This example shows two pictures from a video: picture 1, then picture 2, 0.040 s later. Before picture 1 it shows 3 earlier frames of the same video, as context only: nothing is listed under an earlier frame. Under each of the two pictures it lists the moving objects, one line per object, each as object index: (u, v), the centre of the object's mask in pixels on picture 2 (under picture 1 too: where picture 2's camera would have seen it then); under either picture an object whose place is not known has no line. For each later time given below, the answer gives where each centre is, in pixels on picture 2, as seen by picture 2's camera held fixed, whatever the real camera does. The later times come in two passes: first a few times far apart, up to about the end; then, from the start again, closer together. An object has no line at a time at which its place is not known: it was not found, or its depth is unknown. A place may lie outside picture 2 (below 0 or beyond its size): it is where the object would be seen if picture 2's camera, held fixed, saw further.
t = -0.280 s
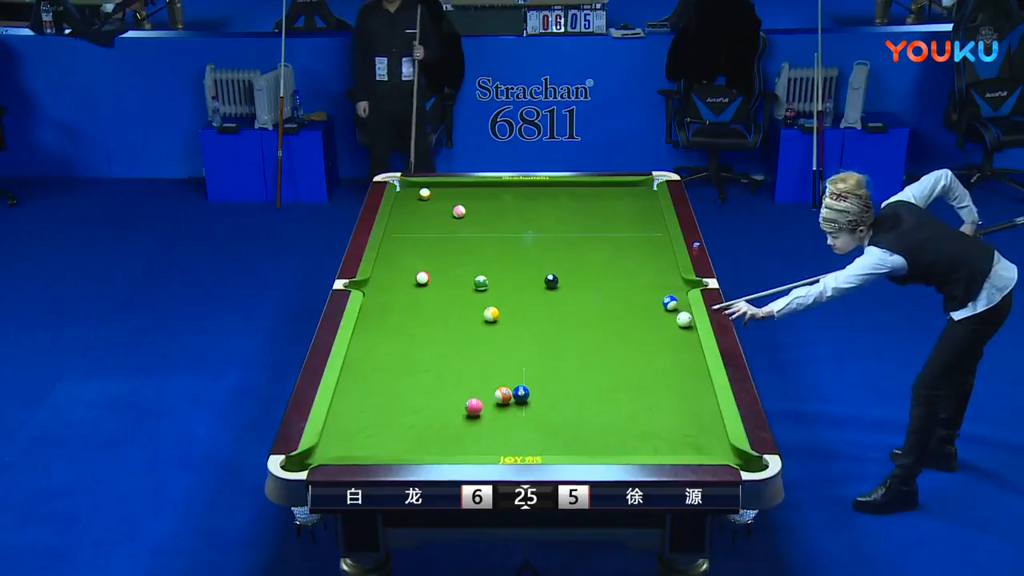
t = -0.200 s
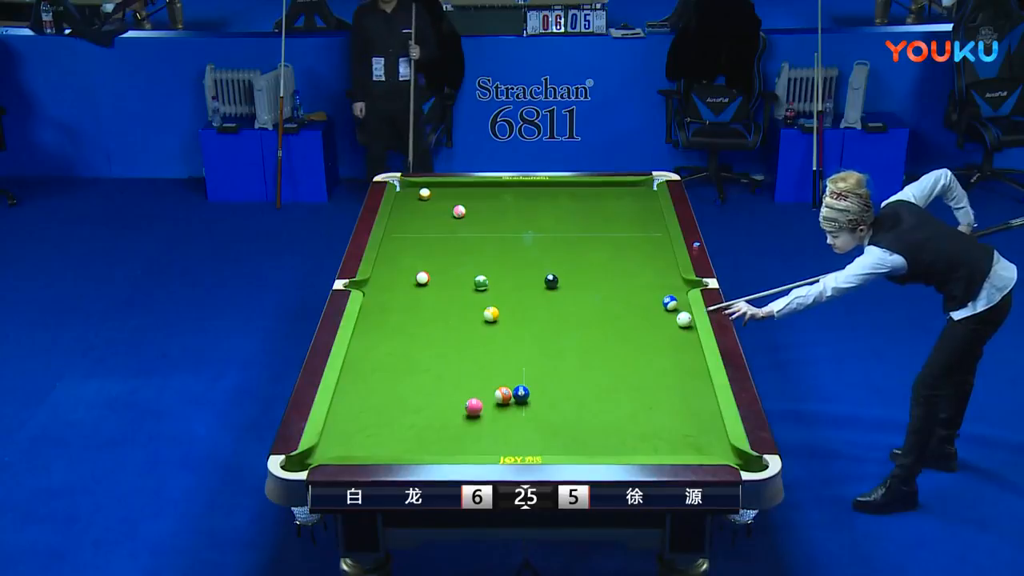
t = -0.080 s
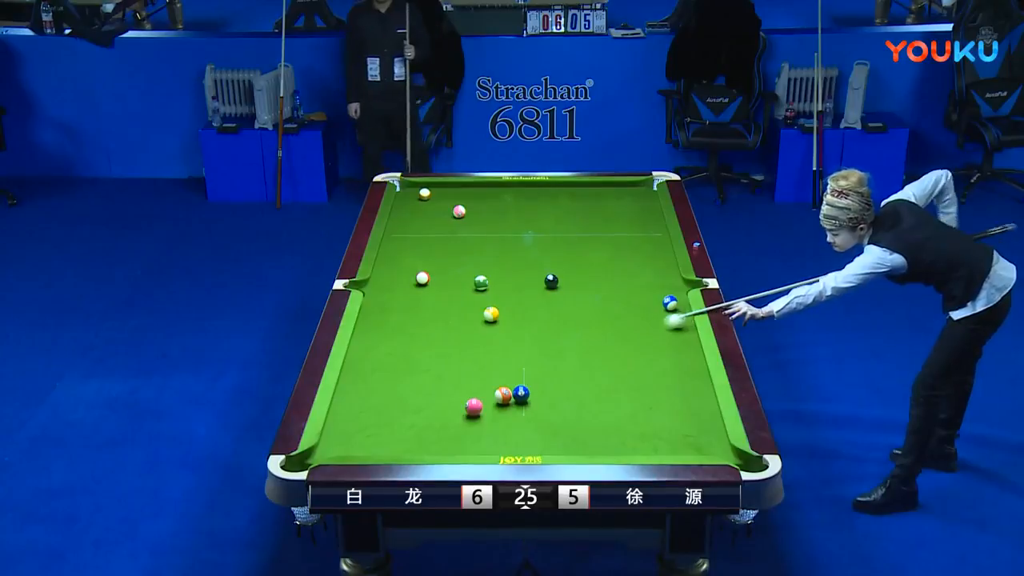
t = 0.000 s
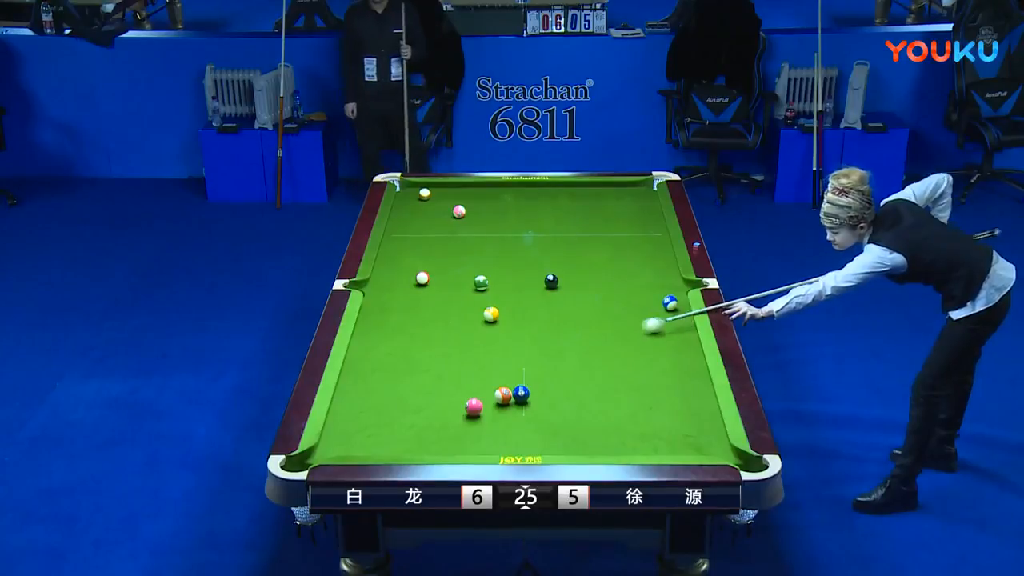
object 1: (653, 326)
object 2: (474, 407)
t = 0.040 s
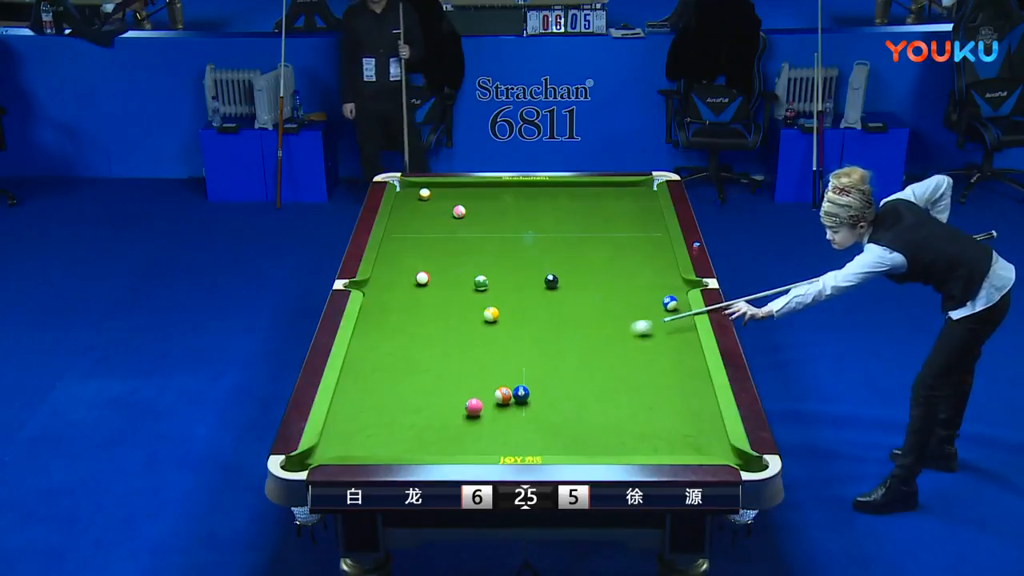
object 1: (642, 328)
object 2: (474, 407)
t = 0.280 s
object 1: (574, 340)
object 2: (474, 407)
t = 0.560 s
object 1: (493, 356)
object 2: (474, 407)
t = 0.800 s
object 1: (422, 369)
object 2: (473, 408)
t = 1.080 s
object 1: (348, 384)
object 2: (474, 408)
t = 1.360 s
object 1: (398, 395)
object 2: (474, 407)
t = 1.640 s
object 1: (444, 405)
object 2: (474, 407)
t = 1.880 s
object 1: (460, 410)
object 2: (494, 410)
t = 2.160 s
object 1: (467, 415)
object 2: (523, 413)
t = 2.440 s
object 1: (474, 420)
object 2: (549, 416)
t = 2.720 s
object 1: (479, 424)
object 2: (574, 419)
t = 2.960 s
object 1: (482, 426)
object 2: (594, 421)
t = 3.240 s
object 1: (485, 429)
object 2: (615, 423)
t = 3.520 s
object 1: (487, 430)
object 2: (635, 425)
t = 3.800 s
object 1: (488, 431)
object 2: (652, 427)
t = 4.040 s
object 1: (488, 431)
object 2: (666, 428)
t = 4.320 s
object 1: (488, 431)
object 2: (680, 429)
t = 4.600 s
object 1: (488, 431)
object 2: (692, 430)
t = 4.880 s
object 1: (488, 431)
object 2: (701, 431)
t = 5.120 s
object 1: (488, 431)
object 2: (708, 432)
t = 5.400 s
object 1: (488, 431)
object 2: (714, 433)
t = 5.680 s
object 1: (488, 431)
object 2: (717, 434)
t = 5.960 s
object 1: (488, 431)
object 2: (716, 434)
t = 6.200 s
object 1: (488, 431)
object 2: (717, 434)
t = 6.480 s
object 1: (488, 431)
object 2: (717, 434)
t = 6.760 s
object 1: (488, 431)
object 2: (717, 434)
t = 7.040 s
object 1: (488, 431)
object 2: (717, 434)
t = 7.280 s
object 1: (488, 431)
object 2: (717, 434)
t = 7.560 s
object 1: (488, 431)
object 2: (717, 434)
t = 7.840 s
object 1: (488, 431)
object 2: (717, 434)
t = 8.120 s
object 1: (488, 431)
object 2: (717, 434)
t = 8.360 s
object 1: (488, 431)
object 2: (717, 434)
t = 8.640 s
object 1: (488, 431)
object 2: (717, 434)
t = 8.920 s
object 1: (488, 431)
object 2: (717, 434)
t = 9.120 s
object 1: (488, 431)
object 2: (717, 434)
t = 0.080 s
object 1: (631, 330)
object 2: (474, 407)
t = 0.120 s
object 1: (620, 332)
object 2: (474, 407)
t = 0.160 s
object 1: (608, 334)
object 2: (474, 407)
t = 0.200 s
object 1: (596, 336)
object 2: (474, 407)
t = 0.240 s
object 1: (585, 338)
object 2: (474, 407)
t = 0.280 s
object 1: (574, 340)
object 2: (474, 407)
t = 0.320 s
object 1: (563, 342)
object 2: (473, 407)
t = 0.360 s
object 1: (551, 345)
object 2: (474, 407)
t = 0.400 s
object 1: (539, 347)
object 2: (473, 407)
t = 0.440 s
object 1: (528, 349)
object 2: (474, 407)
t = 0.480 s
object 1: (516, 351)
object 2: (474, 407)
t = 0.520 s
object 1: (505, 353)
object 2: (474, 407)
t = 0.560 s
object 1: (493, 356)
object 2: (474, 407)
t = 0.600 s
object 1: (482, 358)
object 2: (473, 407)
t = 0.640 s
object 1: (470, 360)
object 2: (473, 407)
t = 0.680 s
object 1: (458, 362)
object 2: (474, 408)
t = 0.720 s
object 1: (446, 364)
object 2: (474, 408)
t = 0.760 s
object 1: (434, 366)
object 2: (474, 407)
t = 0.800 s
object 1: (422, 369)
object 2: (473, 408)
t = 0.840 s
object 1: (410, 370)
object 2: (473, 408)
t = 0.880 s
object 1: (398, 373)
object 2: (474, 407)
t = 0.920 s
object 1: (386, 376)
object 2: (473, 407)
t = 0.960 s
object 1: (374, 378)
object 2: (474, 407)
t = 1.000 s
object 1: (362, 380)
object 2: (474, 407)
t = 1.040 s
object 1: (350, 382)
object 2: (474, 408)
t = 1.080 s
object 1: (348, 384)
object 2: (474, 408)
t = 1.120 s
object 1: (357, 386)
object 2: (474, 407)
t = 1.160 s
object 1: (365, 387)
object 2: (474, 408)
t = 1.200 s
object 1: (372, 388)
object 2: (474, 407)
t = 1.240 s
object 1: (379, 390)
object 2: (473, 407)
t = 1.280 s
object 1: (385, 391)
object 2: (474, 407)
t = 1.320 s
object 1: (392, 392)
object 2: (474, 407)
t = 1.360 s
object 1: (398, 395)
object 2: (474, 407)
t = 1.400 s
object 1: (405, 396)
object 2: (474, 407)
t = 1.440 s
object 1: (412, 397)
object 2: (473, 407)
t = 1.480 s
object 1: (418, 399)
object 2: (474, 408)
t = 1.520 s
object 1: (425, 401)
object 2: (474, 408)
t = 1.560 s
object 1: (431, 402)
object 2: (474, 408)
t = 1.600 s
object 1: (437, 404)
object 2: (474, 407)
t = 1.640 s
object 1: (444, 405)
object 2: (474, 407)
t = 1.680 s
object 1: (450, 406)
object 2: (474, 408)
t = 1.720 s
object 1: (456, 407)
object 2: (475, 408)
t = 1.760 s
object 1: (456, 408)
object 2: (481, 408)
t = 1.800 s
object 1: (457, 409)
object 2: (486, 409)
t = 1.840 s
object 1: (459, 409)
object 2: (490, 410)
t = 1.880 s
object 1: (460, 410)
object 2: (494, 410)
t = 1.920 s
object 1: (461, 412)
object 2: (498, 411)
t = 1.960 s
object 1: (462, 413)
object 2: (503, 411)
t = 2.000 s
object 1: (463, 412)
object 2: (507, 412)
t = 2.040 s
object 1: (464, 413)
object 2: (511, 412)
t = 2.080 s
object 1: (465, 414)
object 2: (515, 412)
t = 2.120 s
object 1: (466, 414)
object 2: (519, 413)
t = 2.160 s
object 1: (467, 415)
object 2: (523, 413)
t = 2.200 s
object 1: (468, 416)
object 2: (527, 414)
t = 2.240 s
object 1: (469, 417)
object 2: (530, 414)
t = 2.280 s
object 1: (470, 418)
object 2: (534, 415)
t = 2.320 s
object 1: (471, 419)
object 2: (538, 415)
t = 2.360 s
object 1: (472, 419)
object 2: (542, 416)
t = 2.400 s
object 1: (473, 419)
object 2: (546, 416)
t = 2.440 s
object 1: (474, 420)
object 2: (549, 416)
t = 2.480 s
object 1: (474, 420)
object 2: (553, 417)
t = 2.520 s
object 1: (475, 421)
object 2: (557, 417)
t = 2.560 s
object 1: (476, 422)
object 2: (560, 418)
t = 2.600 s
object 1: (477, 423)
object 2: (564, 418)
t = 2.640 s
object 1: (477, 423)
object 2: (567, 418)
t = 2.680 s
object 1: (478, 423)
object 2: (571, 419)
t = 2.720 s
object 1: (479, 424)
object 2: (574, 419)
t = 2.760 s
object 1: (479, 424)
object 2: (578, 419)
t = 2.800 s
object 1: (480, 425)
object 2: (581, 420)
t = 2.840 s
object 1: (481, 425)
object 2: (584, 420)
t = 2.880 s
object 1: (481, 425)
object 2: (588, 421)
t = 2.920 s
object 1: (482, 426)
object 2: (591, 421)
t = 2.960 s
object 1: (482, 426)
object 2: (594, 421)
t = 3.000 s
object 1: (483, 427)
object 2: (597, 421)
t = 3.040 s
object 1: (483, 427)
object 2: (600, 422)
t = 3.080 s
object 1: (484, 428)
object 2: (604, 422)
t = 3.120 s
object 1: (484, 428)
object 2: (607, 422)
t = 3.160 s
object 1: (484, 428)
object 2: (610, 423)
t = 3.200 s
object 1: (485, 428)
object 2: (612, 423)
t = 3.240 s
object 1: (485, 429)
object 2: (615, 423)
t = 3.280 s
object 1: (485, 429)
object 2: (618, 423)
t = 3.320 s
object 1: (486, 429)
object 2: (621, 424)
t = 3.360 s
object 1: (486, 429)
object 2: (624, 424)
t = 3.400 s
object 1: (486, 430)
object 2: (627, 424)
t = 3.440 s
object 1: (487, 430)
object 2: (630, 425)
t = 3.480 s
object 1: (487, 430)
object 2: (632, 425)
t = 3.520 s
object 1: (487, 430)
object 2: (635, 425)
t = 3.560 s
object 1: (488, 430)
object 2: (638, 425)
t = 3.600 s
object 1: (488, 430)
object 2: (640, 425)
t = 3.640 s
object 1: (488, 430)
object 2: (643, 426)
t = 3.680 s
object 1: (488, 430)
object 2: (645, 426)
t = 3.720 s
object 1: (488, 431)
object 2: (648, 426)
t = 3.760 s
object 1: (488, 431)
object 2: (650, 426)
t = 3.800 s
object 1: (488, 431)
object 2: (652, 427)
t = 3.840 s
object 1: (488, 431)
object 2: (655, 427)
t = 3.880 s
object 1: (488, 431)
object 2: (657, 427)
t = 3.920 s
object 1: (488, 431)
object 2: (659, 427)
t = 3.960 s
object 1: (488, 431)
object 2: (662, 427)
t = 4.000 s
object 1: (488, 431)
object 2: (664, 428)
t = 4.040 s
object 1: (488, 431)
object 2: (666, 428)
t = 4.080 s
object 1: (488, 431)
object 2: (668, 428)
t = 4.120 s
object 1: (488, 431)
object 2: (670, 428)
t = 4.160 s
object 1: (488, 431)
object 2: (672, 429)
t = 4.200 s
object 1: (488, 431)
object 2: (674, 429)
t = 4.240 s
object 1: (488, 431)
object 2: (676, 429)
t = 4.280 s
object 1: (488, 431)
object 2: (678, 429)
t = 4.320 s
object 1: (488, 431)
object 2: (680, 429)
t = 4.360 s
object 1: (488, 431)
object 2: (681, 430)
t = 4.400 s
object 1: (488, 431)
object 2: (683, 430)
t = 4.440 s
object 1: (488, 431)
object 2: (685, 430)
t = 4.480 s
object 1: (488, 431)
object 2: (687, 430)
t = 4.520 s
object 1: (488, 431)
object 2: (688, 430)
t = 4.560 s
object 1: (488, 431)
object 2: (690, 430)
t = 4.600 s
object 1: (488, 431)
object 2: (692, 430)
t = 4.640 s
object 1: (488, 431)
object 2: (693, 430)
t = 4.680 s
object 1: (488, 431)
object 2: (694, 431)
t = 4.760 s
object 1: (488, 431)
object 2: (697, 431)
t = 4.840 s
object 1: (488, 431)
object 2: (700, 431)
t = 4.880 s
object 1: (488, 431)
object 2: (701, 431)
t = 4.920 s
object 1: (488, 431)
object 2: (703, 432)
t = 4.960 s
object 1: (488, 431)
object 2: (704, 432)
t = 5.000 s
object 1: (488, 431)
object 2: (705, 432)
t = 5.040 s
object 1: (488, 431)
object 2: (706, 432)
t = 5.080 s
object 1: (488, 431)
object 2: (707, 432)
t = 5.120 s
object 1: (488, 431)
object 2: (708, 432)
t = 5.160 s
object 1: (488, 431)
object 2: (709, 432)
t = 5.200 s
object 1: (488, 431)
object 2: (710, 432)
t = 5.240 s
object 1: (488, 431)
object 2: (711, 433)
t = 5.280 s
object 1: (488, 431)
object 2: (712, 433)
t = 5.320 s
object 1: (488, 431)
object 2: (713, 433)
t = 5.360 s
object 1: (488, 431)
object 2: (713, 433)
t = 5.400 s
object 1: (488, 431)
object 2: (714, 433)
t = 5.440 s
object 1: (488, 431)
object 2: (715, 433)
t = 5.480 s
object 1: (488, 431)
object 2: (716, 433)
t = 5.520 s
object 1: (488, 431)
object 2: (716, 433)
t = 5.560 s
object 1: (488, 431)
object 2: (717, 433)
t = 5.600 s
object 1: (488, 431)
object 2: (717, 434)
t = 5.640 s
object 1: (488, 431)
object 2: (717, 434)
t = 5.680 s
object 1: (488, 431)
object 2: (717, 434)
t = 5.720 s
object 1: (488, 431)
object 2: (717, 434)
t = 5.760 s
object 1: (488, 431)
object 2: (717, 434)
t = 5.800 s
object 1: (488, 431)
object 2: (717, 434)
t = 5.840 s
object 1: (488, 431)
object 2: (716, 434)
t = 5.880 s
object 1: (488, 431)
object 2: (717, 434)
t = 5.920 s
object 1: (488, 431)
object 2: (716, 434)
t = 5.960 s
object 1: (488, 431)
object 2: (716, 434)
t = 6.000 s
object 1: (488, 431)
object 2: (716, 434)
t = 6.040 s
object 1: (488, 431)
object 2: (717, 434)
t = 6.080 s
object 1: (488, 431)
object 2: (716, 434)
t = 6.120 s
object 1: (488, 431)
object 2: (716, 434)
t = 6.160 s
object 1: (488, 431)
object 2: (717, 434)
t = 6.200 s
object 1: (488, 431)
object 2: (717, 434)
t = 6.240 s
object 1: (488, 431)
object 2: (717, 434)
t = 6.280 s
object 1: (488, 431)
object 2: (717, 434)
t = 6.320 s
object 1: (488, 431)
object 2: (717, 434)
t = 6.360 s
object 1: (488, 431)
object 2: (717, 434)
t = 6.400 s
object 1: (488, 431)
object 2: (717, 434)
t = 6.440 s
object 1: (488, 431)
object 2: (717, 434)
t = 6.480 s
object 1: (488, 431)
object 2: (717, 434)
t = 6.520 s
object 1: (488, 431)
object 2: (717, 434)
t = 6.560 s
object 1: (488, 431)
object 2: (717, 434)
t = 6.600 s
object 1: (488, 431)
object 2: (717, 434)
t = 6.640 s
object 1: (488, 431)
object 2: (717, 434)
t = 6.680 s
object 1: (488, 431)
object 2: (717, 434)
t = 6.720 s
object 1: (488, 431)
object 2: (717, 434)
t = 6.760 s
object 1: (488, 431)
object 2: (717, 434)
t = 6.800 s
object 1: (488, 431)
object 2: (717, 434)
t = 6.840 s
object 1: (488, 431)
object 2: (717, 434)
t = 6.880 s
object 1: (488, 431)
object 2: (717, 434)
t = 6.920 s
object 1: (488, 431)
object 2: (717, 434)
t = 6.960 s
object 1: (488, 431)
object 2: (717, 434)
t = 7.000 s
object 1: (488, 431)
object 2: (717, 434)
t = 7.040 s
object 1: (488, 431)
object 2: (717, 434)
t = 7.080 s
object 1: (488, 431)
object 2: (717, 434)
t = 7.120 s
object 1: (488, 431)
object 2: (717, 434)
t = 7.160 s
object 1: (488, 431)
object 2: (717, 434)
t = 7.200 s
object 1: (488, 431)
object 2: (717, 434)
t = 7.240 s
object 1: (488, 431)
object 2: (717, 434)
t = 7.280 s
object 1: (488, 431)
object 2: (717, 434)
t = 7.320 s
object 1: (488, 431)
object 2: (717, 434)
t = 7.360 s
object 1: (488, 431)
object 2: (717, 434)
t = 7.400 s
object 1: (488, 431)
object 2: (717, 434)
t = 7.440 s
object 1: (488, 431)
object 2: (717, 434)
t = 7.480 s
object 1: (488, 431)
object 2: (717, 434)
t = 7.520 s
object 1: (488, 431)
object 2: (717, 434)
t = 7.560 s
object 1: (488, 431)
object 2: (717, 434)
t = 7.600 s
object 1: (488, 431)
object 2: (717, 434)
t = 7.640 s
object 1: (488, 431)
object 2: (717, 434)
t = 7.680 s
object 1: (488, 431)
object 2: (717, 434)
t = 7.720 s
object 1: (488, 431)
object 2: (717, 434)
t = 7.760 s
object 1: (488, 431)
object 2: (717, 434)
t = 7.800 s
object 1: (488, 431)
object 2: (717, 434)
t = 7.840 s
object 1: (488, 431)
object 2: (717, 434)
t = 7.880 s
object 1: (488, 431)
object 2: (717, 434)
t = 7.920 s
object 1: (488, 431)
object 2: (717, 434)
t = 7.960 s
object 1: (488, 431)
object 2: (717, 434)
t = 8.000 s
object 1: (488, 431)
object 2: (717, 434)
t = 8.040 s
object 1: (488, 431)
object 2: (717, 434)
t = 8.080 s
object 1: (488, 431)
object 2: (717, 434)
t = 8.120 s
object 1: (488, 431)
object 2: (717, 434)
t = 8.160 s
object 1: (488, 431)
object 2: (717, 434)
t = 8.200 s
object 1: (488, 431)
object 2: (717, 434)
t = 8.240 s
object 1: (488, 431)
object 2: (717, 434)
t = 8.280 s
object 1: (488, 431)
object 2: (717, 434)
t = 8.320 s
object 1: (488, 431)
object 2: (717, 434)
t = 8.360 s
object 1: (488, 431)
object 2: (717, 434)
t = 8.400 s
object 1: (488, 431)
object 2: (717, 434)
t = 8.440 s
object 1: (488, 431)
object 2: (717, 434)
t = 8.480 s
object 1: (488, 431)
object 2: (717, 434)
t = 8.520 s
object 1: (488, 431)
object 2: (717, 434)
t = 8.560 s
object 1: (488, 431)
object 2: (717, 434)
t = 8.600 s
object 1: (488, 431)
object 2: (717, 434)
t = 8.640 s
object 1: (488, 431)
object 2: (717, 434)
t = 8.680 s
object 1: (488, 431)
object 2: (717, 434)
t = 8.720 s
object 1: (488, 431)
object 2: (717, 434)
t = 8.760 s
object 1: (488, 431)
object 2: (717, 434)
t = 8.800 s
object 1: (488, 431)
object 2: (717, 434)
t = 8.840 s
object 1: (488, 431)
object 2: (717, 434)
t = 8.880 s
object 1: (488, 431)
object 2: (717, 434)
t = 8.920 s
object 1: (488, 431)
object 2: (717, 434)
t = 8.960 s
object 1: (488, 431)
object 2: (717, 434)
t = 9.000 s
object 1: (488, 431)
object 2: (717, 434)
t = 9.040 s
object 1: (488, 431)
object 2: (717, 434)
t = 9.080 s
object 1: (488, 431)
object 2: (717, 434)
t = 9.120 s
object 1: (488, 431)
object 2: (717, 434)
